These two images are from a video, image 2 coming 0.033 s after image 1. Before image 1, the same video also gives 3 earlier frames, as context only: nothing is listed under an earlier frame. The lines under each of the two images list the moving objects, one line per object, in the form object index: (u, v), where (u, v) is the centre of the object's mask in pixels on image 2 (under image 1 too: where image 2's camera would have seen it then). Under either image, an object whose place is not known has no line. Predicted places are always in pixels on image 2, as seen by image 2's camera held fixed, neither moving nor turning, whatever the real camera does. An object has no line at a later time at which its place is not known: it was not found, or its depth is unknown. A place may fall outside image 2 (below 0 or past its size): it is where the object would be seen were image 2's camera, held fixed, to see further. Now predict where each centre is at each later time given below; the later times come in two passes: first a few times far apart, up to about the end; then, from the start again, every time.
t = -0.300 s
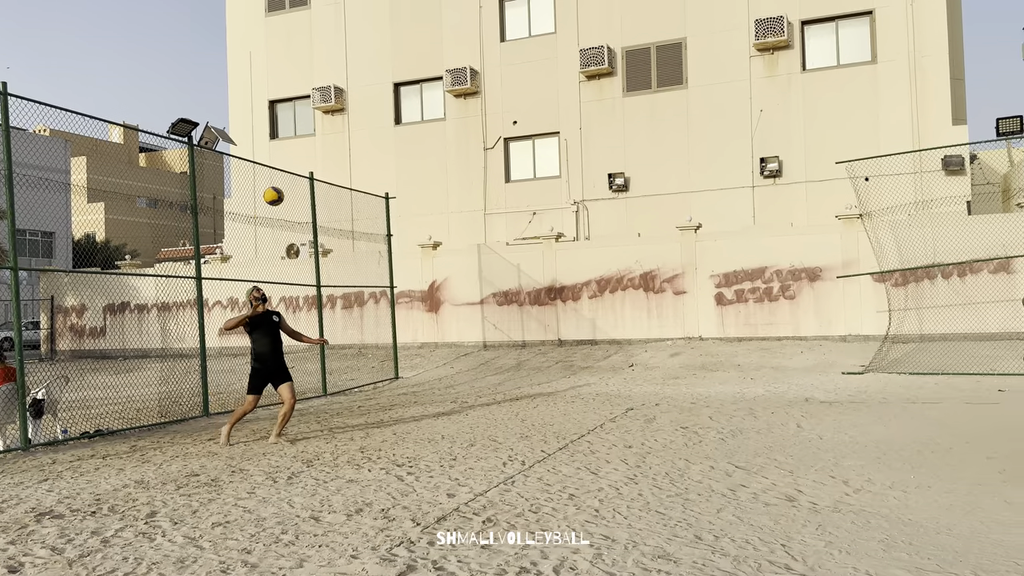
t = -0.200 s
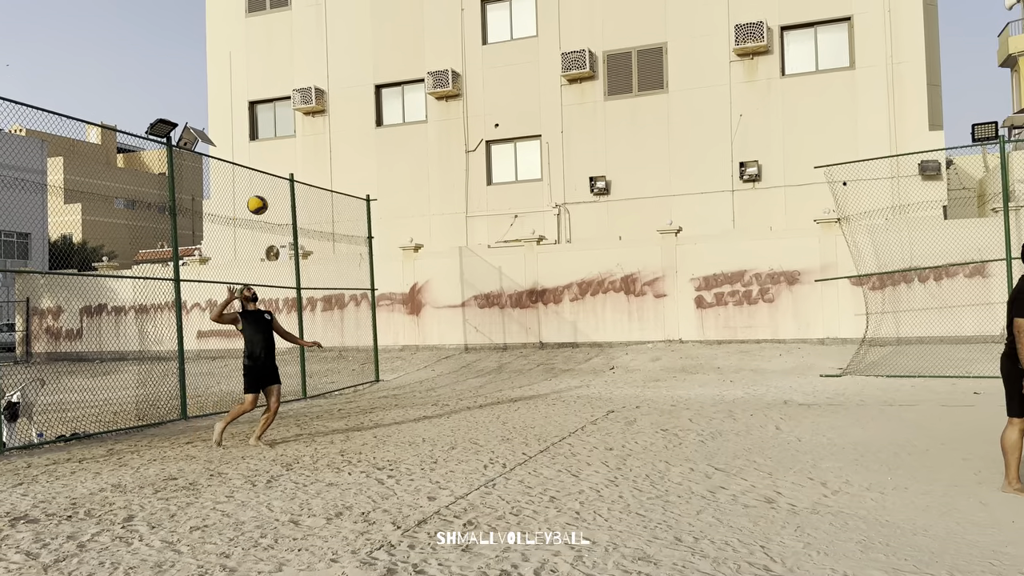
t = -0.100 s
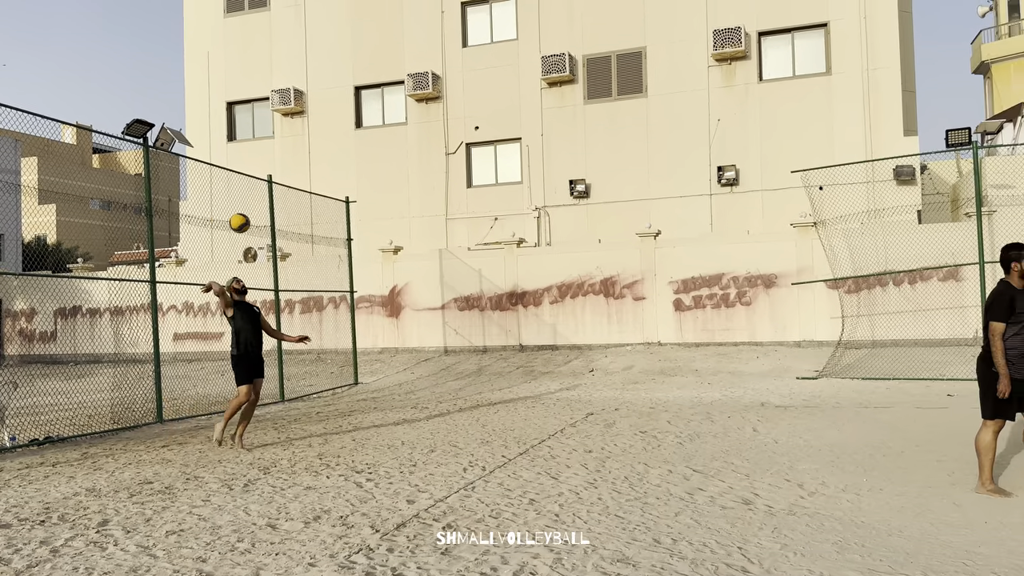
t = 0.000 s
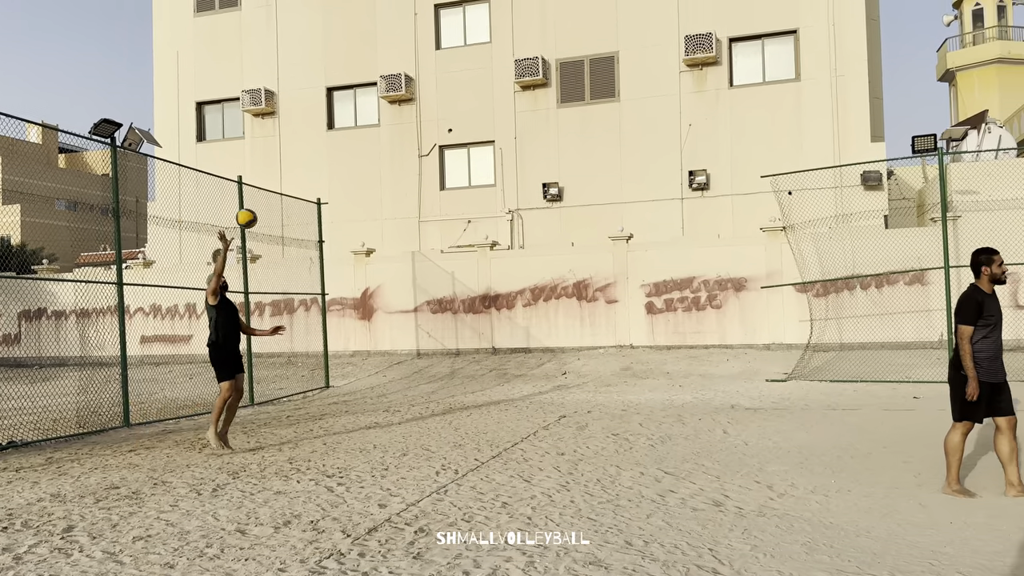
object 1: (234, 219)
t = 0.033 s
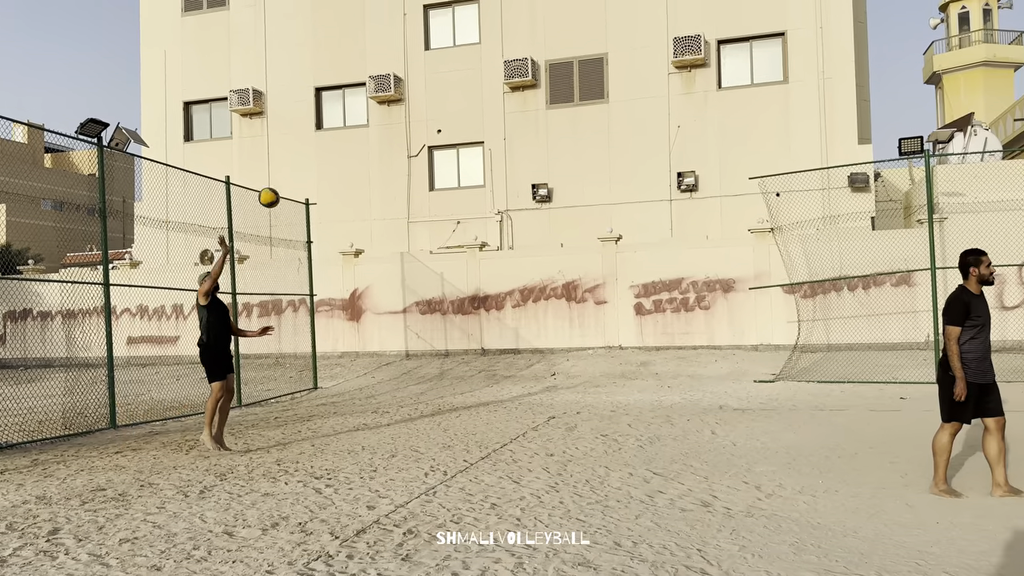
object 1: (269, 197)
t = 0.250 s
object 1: (505, 77)
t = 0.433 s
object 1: (721, 6)
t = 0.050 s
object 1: (286, 187)
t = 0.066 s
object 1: (304, 177)
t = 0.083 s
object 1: (322, 167)
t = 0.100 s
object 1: (339, 157)
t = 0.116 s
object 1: (357, 147)
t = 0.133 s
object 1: (375, 138)
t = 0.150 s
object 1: (393, 129)
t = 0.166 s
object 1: (412, 119)
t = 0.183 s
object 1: (430, 110)
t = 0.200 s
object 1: (449, 102)
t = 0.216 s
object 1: (467, 93)
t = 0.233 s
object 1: (486, 85)
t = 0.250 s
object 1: (505, 77)
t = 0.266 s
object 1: (524, 69)
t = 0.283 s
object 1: (543, 62)
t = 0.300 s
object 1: (563, 55)
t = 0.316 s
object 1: (582, 48)
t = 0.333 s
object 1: (602, 41)
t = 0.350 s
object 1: (621, 35)
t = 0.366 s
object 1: (641, 29)
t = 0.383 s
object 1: (661, 23)
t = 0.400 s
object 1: (681, 17)
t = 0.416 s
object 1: (701, 12)
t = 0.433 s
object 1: (721, 6)
